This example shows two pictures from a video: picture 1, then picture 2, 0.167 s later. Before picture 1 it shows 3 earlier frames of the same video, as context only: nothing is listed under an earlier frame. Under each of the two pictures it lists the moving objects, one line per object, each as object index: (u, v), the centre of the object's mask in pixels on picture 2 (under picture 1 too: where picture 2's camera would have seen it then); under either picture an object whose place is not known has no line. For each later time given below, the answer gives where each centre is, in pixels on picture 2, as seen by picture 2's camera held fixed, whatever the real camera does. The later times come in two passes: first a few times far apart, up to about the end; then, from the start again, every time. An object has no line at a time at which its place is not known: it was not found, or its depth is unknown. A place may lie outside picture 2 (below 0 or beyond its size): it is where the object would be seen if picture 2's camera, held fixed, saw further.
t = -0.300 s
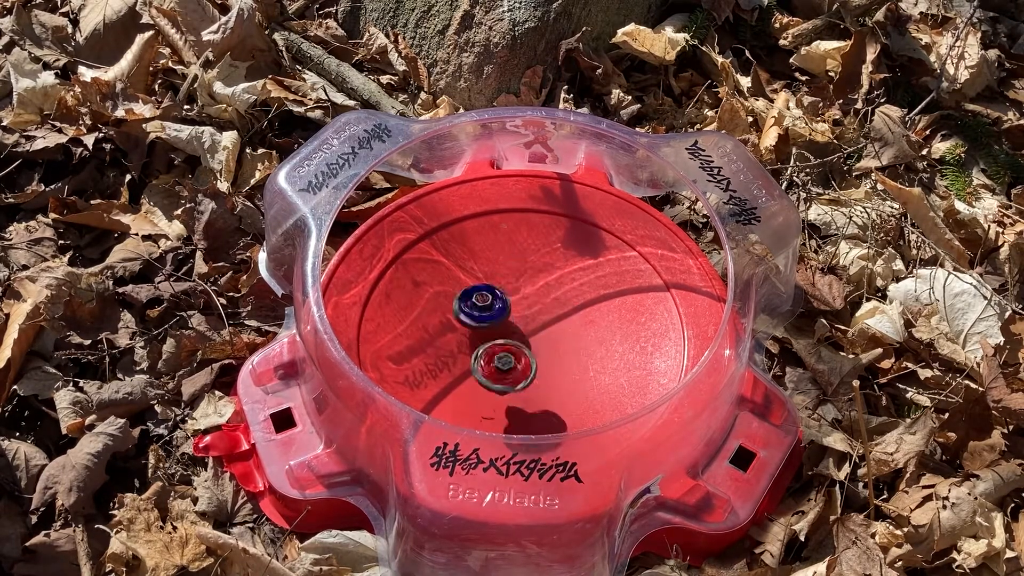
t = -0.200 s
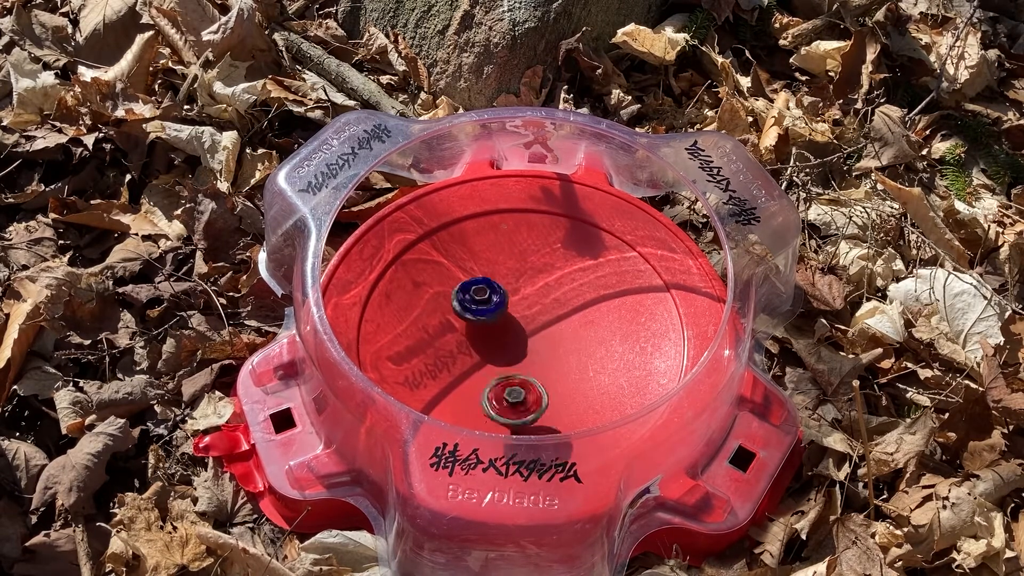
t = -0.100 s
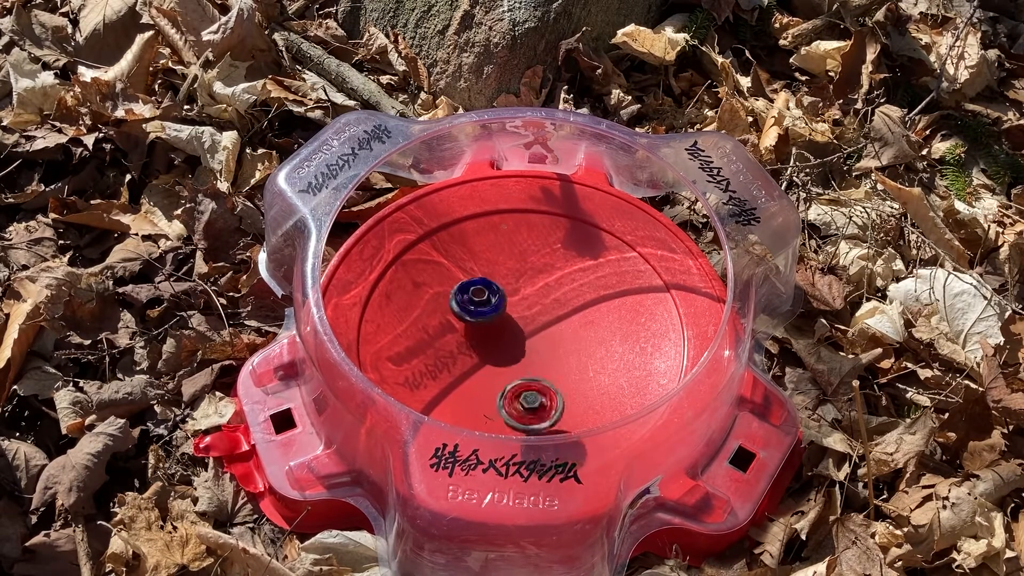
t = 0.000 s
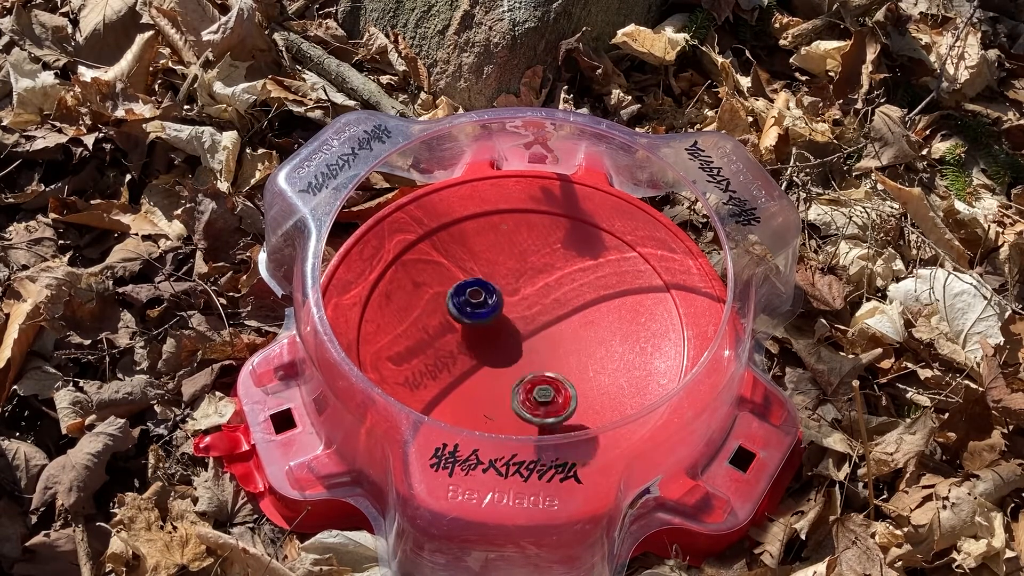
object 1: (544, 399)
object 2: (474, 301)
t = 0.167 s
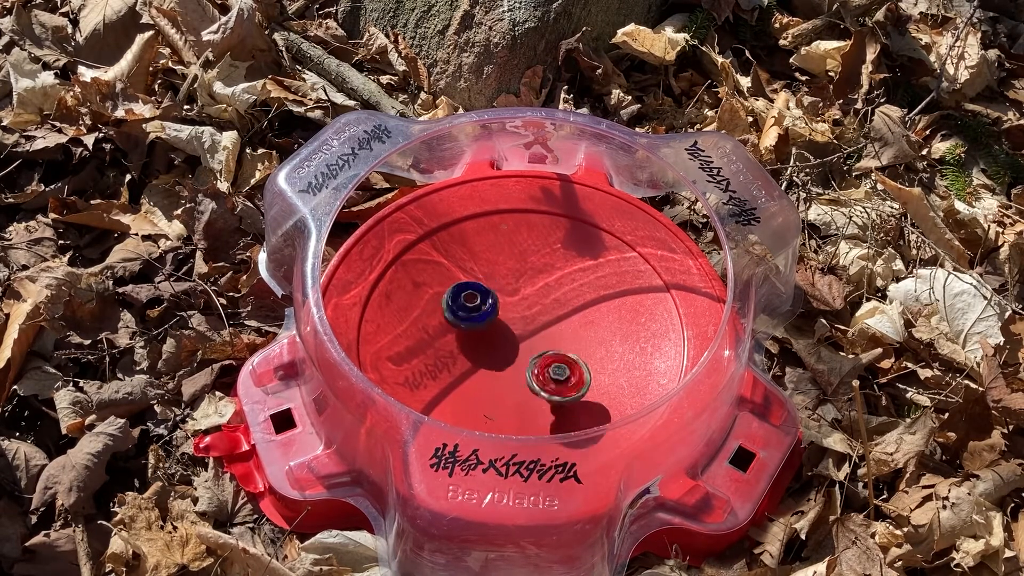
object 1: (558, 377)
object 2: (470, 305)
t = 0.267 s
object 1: (564, 359)
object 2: (469, 307)
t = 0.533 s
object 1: (569, 309)
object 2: (470, 317)
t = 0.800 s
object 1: (560, 279)
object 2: (477, 330)
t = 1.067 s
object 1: (528, 287)
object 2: (486, 347)
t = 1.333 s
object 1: (492, 316)
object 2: (491, 362)
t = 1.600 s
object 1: (471, 303)
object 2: (494, 395)
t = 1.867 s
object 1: (472, 321)
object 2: (498, 394)
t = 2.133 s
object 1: (508, 306)
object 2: (502, 418)
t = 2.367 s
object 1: (531, 293)
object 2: (513, 417)
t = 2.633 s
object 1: (545, 309)
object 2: (530, 404)
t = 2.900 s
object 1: (524, 318)
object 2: (554, 386)
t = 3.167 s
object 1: (493, 313)
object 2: (564, 378)
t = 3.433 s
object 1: (482, 318)
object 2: (568, 375)
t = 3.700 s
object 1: (503, 336)
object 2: (570, 372)
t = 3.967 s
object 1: (500, 334)
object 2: (583, 367)
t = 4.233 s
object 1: (476, 301)
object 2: (573, 352)
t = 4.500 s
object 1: (493, 292)
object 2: (563, 332)
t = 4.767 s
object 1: (493, 300)
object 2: (576, 350)
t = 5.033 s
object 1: (471, 321)
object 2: (570, 352)
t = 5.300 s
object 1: (467, 344)
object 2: (568, 350)
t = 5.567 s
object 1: (494, 360)
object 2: (568, 347)
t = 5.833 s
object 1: (528, 368)
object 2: (567, 340)
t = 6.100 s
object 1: (526, 377)
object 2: (551, 328)
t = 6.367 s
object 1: (505, 375)
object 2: (541, 323)
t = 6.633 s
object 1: (506, 349)
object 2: (542, 307)
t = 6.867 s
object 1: (533, 337)
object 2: (545, 296)
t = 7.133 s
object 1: (558, 341)
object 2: (544, 300)
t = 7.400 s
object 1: (552, 356)
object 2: (532, 309)
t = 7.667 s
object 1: (526, 390)
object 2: (509, 309)
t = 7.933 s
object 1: (514, 351)
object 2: (512, 308)
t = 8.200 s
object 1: (537, 343)
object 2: (503, 293)
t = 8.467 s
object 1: (560, 347)
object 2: (502, 297)
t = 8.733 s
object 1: (550, 350)
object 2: (507, 307)
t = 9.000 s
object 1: (549, 362)
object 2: (503, 308)
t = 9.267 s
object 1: (539, 355)
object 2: (505, 306)
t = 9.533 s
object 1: (546, 332)
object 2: (505, 305)
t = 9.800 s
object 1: (562, 326)
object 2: (509, 310)
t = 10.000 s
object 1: (556, 332)
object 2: (507, 310)
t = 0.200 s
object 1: (560, 371)
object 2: (469, 305)
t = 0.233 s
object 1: (562, 365)
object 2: (469, 306)
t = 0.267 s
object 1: (564, 359)
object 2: (469, 307)
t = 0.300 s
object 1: (565, 353)
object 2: (468, 308)
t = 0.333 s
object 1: (566, 346)
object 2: (468, 309)
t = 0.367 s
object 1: (568, 340)
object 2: (469, 311)
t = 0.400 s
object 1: (569, 333)
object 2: (469, 312)
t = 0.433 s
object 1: (569, 327)
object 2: (469, 313)
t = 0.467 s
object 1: (569, 321)
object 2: (469, 314)
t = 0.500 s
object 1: (569, 315)
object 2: (470, 316)
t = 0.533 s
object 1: (569, 309)
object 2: (470, 317)
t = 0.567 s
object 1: (569, 304)
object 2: (471, 318)
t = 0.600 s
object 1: (568, 299)
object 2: (471, 320)
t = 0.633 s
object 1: (567, 295)
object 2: (472, 321)
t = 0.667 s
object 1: (566, 291)
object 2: (473, 323)
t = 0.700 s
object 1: (565, 287)
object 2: (474, 325)
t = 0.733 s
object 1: (563, 284)
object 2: (475, 326)
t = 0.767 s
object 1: (561, 281)
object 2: (476, 328)
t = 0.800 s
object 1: (560, 279)
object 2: (477, 330)
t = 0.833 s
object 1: (557, 277)
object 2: (478, 332)
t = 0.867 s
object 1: (554, 276)
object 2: (479, 334)
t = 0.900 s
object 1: (550, 276)
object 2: (480, 336)
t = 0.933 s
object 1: (546, 277)
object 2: (481, 338)
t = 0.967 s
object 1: (541, 279)
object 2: (482, 341)
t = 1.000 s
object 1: (537, 281)
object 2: (483, 343)
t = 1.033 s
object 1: (533, 284)
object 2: (485, 345)
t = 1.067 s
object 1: (528, 287)
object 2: (486, 347)
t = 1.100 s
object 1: (524, 290)
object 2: (487, 349)
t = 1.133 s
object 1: (520, 293)
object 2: (487, 351)
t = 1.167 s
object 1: (515, 297)
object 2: (488, 353)
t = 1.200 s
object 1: (510, 300)
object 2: (489, 354)
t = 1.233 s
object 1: (506, 304)
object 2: (489, 357)
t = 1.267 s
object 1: (501, 308)
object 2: (490, 359)
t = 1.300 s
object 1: (496, 312)
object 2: (490, 360)
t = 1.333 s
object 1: (492, 316)
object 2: (491, 362)
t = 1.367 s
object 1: (490, 309)
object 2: (489, 375)
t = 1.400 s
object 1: (490, 304)
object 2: (489, 384)
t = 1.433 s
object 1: (490, 302)
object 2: (491, 391)
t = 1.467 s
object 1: (487, 303)
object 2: (493, 395)
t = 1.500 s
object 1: (482, 302)
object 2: (493, 396)
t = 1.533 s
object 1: (478, 302)
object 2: (493, 396)
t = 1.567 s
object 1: (474, 302)
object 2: (494, 396)
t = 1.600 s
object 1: (471, 303)
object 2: (494, 395)
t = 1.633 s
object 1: (469, 304)
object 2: (494, 395)
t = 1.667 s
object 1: (467, 305)
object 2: (495, 394)
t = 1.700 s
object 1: (465, 306)
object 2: (495, 394)
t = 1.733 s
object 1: (465, 309)
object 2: (496, 394)
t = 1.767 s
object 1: (466, 312)
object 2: (497, 394)
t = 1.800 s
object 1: (468, 315)
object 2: (497, 394)
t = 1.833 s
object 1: (470, 318)
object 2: (497, 394)
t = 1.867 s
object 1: (472, 321)
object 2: (498, 394)
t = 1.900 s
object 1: (476, 324)
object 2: (498, 394)
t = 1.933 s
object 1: (479, 326)
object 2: (498, 394)
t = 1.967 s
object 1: (482, 330)
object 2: (498, 394)
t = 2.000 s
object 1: (486, 333)
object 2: (498, 393)
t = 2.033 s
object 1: (490, 336)
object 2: (498, 392)
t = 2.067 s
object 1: (495, 330)
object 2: (499, 400)
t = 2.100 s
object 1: (501, 316)
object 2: (499, 413)
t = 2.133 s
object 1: (508, 306)
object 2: (502, 418)
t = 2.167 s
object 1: (514, 301)
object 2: (504, 419)
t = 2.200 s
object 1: (517, 300)
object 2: (505, 419)
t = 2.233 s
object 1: (519, 297)
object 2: (507, 419)
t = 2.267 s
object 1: (521, 295)
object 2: (508, 418)
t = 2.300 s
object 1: (524, 294)
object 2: (510, 418)
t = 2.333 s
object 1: (528, 293)
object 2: (511, 417)
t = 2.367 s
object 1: (531, 293)
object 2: (513, 417)
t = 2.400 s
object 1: (534, 292)
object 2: (514, 416)
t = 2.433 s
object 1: (537, 293)
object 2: (516, 415)
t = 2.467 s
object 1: (539, 295)
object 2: (518, 414)
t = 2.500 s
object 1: (541, 297)
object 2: (519, 414)
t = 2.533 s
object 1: (543, 299)
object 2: (522, 412)
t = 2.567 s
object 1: (544, 302)
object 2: (524, 410)
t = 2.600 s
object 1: (545, 305)
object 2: (527, 408)
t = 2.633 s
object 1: (545, 309)
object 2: (530, 404)
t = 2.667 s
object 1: (545, 313)
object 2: (533, 400)
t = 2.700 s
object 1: (544, 317)
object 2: (537, 396)
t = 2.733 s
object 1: (543, 321)
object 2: (539, 392)
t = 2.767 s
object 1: (541, 325)
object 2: (542, 389)
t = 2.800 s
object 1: (539, 329)
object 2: (546, 385)
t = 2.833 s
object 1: (536, 326)
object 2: (549, 385)
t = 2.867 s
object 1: (530, 321)
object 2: (552, 386)
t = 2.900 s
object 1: (524, 318)
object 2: (554, 386)
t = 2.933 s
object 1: (521, 316)
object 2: (555, 384)
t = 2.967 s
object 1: (517, 317)
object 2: (557, 383)
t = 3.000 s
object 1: (512, 316)
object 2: (559, 382)
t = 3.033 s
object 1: (508, 315)
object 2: (560, 382)
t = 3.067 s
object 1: (504, 314)
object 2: (561, 380)
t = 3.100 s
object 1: (500, 314)
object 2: (562, 380)
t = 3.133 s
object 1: (497, 313)
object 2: (563, 379)
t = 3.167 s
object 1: (493, 313)
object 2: (564, 378)
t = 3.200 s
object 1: (490, 313)
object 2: (565, 378)
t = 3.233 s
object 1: (488, 312)
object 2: (566, 377)
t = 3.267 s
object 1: (486, 312)
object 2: (566, 377)
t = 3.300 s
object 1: (484, 313)
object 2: (566, 376)
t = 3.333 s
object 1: (482, 314)
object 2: (567, 376)
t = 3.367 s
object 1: (482, 315)
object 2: (567, 376)
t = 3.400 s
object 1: (482, 316)
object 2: (567, 376)
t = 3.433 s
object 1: (482, 318)
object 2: (568, 375)
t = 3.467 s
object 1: (484, 320)
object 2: (568, 375)
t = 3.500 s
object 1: (485, 322)
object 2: (568, 374)
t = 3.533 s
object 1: (488, 324)
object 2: (569, 374)
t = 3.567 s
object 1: (491, 326)
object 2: (569, 373)
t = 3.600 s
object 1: (494, 329)
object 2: (570, 373)
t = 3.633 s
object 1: (497, 331)
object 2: (569, 373)
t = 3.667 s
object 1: (500, 333)
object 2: (570, 372)
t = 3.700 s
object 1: (503, 336)
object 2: (570, 372)
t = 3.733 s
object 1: (506, 338)
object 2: (570, 371)
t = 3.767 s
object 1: (510, 340)
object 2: (571, 371)
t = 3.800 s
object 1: (513, 343)
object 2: (571, 371)
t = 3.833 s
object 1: (516, 345)
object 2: (571, 369)
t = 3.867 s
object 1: (519, 347)
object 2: (572, 368)
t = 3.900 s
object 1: (516, 343)
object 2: (572, 368)
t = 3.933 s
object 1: (508, 334)
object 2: (579, 367)
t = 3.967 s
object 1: (500, 334)
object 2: (583, 367)
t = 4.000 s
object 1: (495, 328)
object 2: (585, 367)
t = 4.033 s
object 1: (493, 323)
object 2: (583, 366)
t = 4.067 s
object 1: (490, 319)
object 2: (581, 364)
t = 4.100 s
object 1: (487, 316)
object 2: (580, 362)
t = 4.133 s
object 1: (482, 313)
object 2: (578, 360)
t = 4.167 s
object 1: (479, 309)
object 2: (577, 357)
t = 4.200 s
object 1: (477, 305)
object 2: (575, 355)
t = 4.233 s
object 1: (476, 301)
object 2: (573, 352)
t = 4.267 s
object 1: (476, 299)
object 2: (571, 349)
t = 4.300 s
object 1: (476, 296)
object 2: (569, 346)
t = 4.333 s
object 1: (477, 293)
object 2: (567, 343)
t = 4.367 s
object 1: (479, 292)
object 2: (566, 340)
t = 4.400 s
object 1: (482, 290)
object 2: (564, 337)
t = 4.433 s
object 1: (485, 290)
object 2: (563, 335)
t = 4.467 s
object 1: (489, 291)
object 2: (562, 333)
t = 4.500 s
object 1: (493, 292)
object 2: (563, 332)
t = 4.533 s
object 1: (498, 293)
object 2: (562, 332)
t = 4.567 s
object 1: (502, 296)
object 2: (563, 332)
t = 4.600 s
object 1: (506, 299)
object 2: (562, 333)
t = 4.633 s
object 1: (510, 302)
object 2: (562, 333)
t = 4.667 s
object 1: (514, 306)
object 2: (563, 333)
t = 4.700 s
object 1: (507, 303)
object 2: (569, 339)
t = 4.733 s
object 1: (499, 301)
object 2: (576, 345)
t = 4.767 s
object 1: (493, 300)
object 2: (576, 350)
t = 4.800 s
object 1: (489, 301)
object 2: (574, 351)
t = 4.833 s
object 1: (487, 304)
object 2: (572, 352)
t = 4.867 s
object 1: (484, 307)
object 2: (571, 352)
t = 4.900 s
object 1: (481, 310)
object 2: (571, 352)
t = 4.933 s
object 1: (478, 313)
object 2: (571, 352)
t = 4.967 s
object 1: (476, 315)
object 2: (570, 352)
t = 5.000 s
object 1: (474, 318)
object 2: (570, 352)
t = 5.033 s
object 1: (471, 321)
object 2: (570, 352)
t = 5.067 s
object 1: (470, 324)
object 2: (569, 352)
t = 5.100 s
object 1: (468, 327)
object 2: (569, 352)
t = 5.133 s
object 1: (467, 330)
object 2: (569, 351)
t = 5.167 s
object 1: (466, 332)
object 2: (569, 351)
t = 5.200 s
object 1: (465, 335)
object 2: (568, 351)
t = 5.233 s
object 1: (465, 338)
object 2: (568, 351)
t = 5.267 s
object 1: (466, 341)
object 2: (568, 350)
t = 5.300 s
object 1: (467, 344)
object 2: (568, 350)
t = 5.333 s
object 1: (470, 347)
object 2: (568, 349)
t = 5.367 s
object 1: (472, 349)
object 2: (568, 349)
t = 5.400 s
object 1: (475, 351)
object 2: (568, 349)
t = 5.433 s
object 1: (479, 354)
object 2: (568, 348)
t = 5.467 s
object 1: (482, 356)
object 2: (568, 348)
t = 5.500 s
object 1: (486, 358)
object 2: (568, 348)
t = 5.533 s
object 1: (490, 359)
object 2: (568, 347)
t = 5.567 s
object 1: (494, 360)
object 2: (568, 347)
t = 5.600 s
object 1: (498, 362)
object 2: (568, 347)
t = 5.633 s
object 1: (502, 363)
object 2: (568, 346)
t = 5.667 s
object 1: (507, 364)
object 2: (567, 346)
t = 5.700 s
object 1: (511, 365)
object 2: (567, 345)
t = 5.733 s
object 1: (515, 366)
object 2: (567, 344)
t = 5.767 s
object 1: (520, 367)
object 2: (567, 343)
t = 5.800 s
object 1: (524, 367)
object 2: (567, 342)
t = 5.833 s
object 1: (528, 368)
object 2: (567, 340)
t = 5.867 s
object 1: (532, 368)
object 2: (566, 339)
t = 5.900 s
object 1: (536, 369)
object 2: (565, 337)
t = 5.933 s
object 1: (540, 369)
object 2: (564, 335)
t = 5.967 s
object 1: (542, 368)
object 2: (562, 333)
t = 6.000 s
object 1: (539, 369)
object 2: (560, 331)
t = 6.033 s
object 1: (534, 373)
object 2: (558, 330)
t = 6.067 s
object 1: (529, 376)
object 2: (554, 328)
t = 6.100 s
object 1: (526, 377)
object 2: (551, 328)
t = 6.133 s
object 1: (526, 379)
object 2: (549, 327)
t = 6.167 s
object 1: (523, 382)
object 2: (549, 327)
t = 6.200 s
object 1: (519, 383)
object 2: (547, 326)
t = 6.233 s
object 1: (516, 383)
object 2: (546, 326)
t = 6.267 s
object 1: (513, 382)
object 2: (545, 325)
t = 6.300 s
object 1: (510, 381)
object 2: (544, 324)
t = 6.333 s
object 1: (508, 378)
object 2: (542, 323)
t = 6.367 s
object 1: (505, 375)
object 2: (541, 323)
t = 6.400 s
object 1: (504, 372)
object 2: (540, 322)
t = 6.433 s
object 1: (504, 368)
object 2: (539, 321)
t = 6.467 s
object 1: (504, 364)
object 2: (538, 320)
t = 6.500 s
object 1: (505, 360)
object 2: (537, 319)
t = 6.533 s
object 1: (507, 356)
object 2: (537, 318)
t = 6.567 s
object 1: (510, 351)
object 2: (538, 315)
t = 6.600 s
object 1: (508, 351)
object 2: (540, 312)
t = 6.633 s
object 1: (506, 349)
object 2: (542, 307)
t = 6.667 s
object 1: (509, 345)
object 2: (543, 304)
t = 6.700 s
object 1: (514, 343)
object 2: (544, 302)
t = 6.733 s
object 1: (517, 342)
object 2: (545, 300)
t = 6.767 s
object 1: (521, 340)
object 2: (545, 299)
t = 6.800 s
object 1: (525, 338)
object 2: (546, 297)
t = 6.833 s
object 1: (530, 338)
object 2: (546, 296)
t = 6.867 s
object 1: (533, 337)
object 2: (545, 296)
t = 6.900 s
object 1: (537, 337)
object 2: (546, 295)
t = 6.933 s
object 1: (541, 336)
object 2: (545, 294)
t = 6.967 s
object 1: (545, 337)
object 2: (545, 295)
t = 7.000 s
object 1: (548, 337)
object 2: (545, 295)
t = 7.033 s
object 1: (551, 338)
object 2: (545, 296)
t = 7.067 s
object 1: (553, 339)
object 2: (545, 297)
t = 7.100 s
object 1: (556, 339)
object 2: (544, 298)
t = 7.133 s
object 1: (558, 341)
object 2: (544, 300)
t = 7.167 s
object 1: (560, 342)
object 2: (544, 301)
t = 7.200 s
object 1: (560, 343)
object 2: (543, 303)
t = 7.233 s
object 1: (560, 345)
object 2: (542, 305)
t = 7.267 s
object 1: (560, 346)
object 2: (542, 306)
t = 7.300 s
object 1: (558, 348)
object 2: (540, 307)
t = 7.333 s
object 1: (556, 349)
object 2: (538, 309)
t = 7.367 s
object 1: (554, 349)
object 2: (536, 311)
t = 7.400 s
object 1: (552, 356)
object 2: (532, 309)
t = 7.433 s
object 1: (548, 370)
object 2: (527, 307)
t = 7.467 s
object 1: (544, 380)
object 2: (520, 305)
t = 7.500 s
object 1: (540, 385)
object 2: (516, 306)
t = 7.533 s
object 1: (538, 388)
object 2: (514, 307)
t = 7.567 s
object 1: (536, 389)
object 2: (511, 308)
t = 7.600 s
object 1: (534, 390)
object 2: (510, 308)
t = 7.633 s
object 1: (529, 391)
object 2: (509, 308)
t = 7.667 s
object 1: (526, 390)
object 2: (509, 309)
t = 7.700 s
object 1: (522, 388)
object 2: (509, 309)
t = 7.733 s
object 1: (519, 386)
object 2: (509, 309)
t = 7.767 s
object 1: (517, 382)
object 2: (510, 309)
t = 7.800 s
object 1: (515, 378)
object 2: (510, 309)
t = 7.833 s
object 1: (513, 372)
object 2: (510, 309)
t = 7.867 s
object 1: (513, 366)
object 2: (511, 309)
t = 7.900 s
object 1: (513, 359)
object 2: (511, 310)
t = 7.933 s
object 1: (514, 351)
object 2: (512, 308)
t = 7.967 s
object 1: (515, 348)
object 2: (512, 304)
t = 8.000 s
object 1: (517, 350)
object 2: (510, 298)
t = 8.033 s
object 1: (517, 349)
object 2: (507, 293)
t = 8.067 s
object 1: (520, 346)
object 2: (503, 290)
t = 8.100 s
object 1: (525, 344)
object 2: (502, 289)
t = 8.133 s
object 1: (530, 344)
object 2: (502, 290)
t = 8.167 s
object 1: (533, 344)
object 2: (503, 291)
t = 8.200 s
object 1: (537, 343)
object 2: (503, 293)
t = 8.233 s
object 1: (541, 342)
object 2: (503, 295)
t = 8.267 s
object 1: (545, 342)
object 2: (502, 296)
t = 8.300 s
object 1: (548, 343)
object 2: (502, 295)
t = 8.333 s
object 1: (552, 343)
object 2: (502, 296)
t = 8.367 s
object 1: (555, 344)
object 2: (501, 297)
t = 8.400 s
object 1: (557, 345)
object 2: (501, 296)
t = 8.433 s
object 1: (559, 346)
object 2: (502, 297)
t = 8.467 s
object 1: (560, 347)
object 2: (502, 297)
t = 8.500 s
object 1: (561, 348)
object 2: (502, 297)
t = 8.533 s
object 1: (561, 350)
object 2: (503, 298)
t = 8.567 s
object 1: (560, 351)
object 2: (503, 299)
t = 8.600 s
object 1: (559, 352)
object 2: (504, 300)
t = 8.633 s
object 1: (557, 352)
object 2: (505, 301)
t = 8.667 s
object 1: (555, 351)
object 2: (506, 303)
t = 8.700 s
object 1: (552, 351)
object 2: (506, 305)
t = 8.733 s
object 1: (550, 350)
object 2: (507, 307)
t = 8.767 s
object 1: (548, 348)
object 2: (507, 311)
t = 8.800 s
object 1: (546, 347)
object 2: (507, 313)
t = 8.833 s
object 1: (544, 345)
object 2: (506, 316)
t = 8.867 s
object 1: (545, 347)
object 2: (505, 315)
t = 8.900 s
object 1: (549, 356)
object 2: (503, 312)
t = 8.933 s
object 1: (550, 359)
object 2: (502, 309)
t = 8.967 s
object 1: (550, 361)
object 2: (502, 308)
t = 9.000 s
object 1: (549, 362)
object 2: (503, 308)
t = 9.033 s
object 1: (549, 363)
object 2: (503, 308)
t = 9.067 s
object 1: (548, 363)
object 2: (503, 307)
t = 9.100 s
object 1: (547, 363)
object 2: (503, 307)
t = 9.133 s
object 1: (545, 363)
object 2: (503, 307)
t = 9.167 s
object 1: (543, 361)
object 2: (504, 307)
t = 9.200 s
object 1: (542, 359)
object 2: (504, 307)
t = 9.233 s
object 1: (541, 357)
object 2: (505, 306)
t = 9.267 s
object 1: (539, 355)
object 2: (505, 306)
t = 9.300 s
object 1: (538, 351)
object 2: (505, 306)
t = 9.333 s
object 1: (539, 348)
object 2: (506, 306)
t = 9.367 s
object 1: (540, 345)
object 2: (506, 306)
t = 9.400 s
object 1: (540, 343)
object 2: (506, 305)
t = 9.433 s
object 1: (541, 340)
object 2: (505, 305)
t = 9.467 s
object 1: (542, 337)
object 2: (505, 305)
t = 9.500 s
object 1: (544, 334)
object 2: (505, 305)
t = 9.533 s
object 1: (546, 332)
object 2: (505, 305)
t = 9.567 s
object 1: (549, 330)
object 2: (505, 306)
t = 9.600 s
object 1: (551, 328)
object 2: (506, 306)
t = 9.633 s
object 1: (553, 326)
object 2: (506, 307)
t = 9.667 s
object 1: (556, 325)
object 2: (507, 308)
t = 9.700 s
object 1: (559, 324)
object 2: (508, 308)
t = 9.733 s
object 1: (561, 325)
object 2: (509, 308)
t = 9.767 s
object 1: (562, 326)
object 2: (509, 309)
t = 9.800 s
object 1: (562, 326)
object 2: (509, 310)
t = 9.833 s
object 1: (562, 326)
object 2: (509, 311)
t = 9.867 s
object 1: (562, 327)
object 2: (509, 311)
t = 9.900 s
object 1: (561, 329)
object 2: (508, 312)
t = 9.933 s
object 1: (559, 330)
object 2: (508, 312)
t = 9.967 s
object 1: (556, 331)
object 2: (507, 312)
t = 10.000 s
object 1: (556, 332)
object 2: (507, 310)
